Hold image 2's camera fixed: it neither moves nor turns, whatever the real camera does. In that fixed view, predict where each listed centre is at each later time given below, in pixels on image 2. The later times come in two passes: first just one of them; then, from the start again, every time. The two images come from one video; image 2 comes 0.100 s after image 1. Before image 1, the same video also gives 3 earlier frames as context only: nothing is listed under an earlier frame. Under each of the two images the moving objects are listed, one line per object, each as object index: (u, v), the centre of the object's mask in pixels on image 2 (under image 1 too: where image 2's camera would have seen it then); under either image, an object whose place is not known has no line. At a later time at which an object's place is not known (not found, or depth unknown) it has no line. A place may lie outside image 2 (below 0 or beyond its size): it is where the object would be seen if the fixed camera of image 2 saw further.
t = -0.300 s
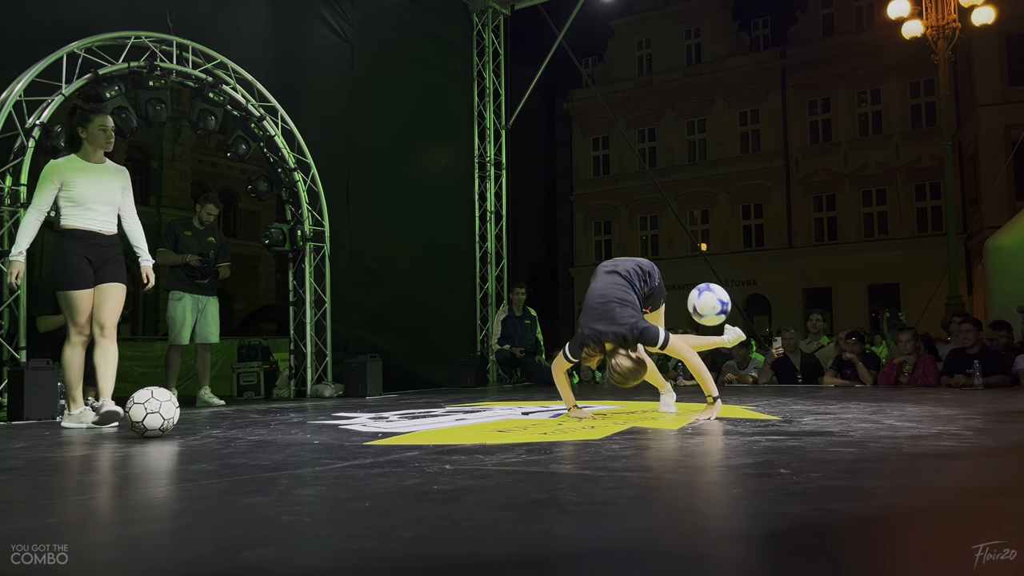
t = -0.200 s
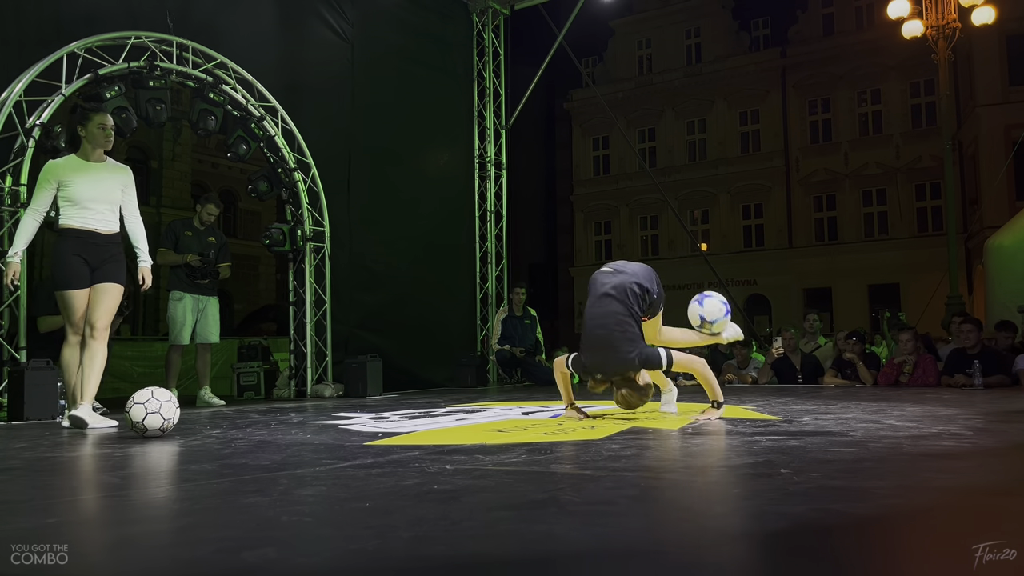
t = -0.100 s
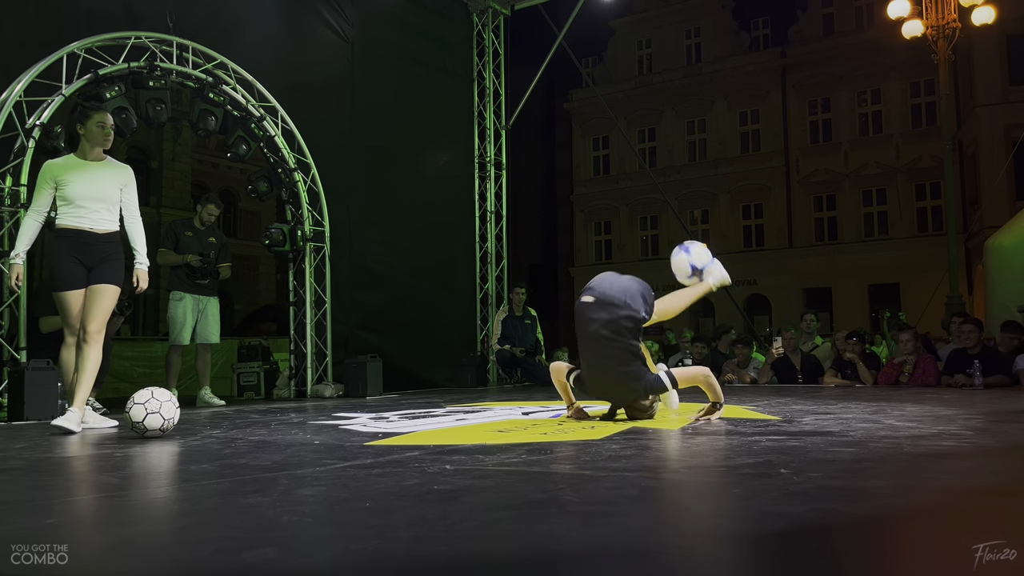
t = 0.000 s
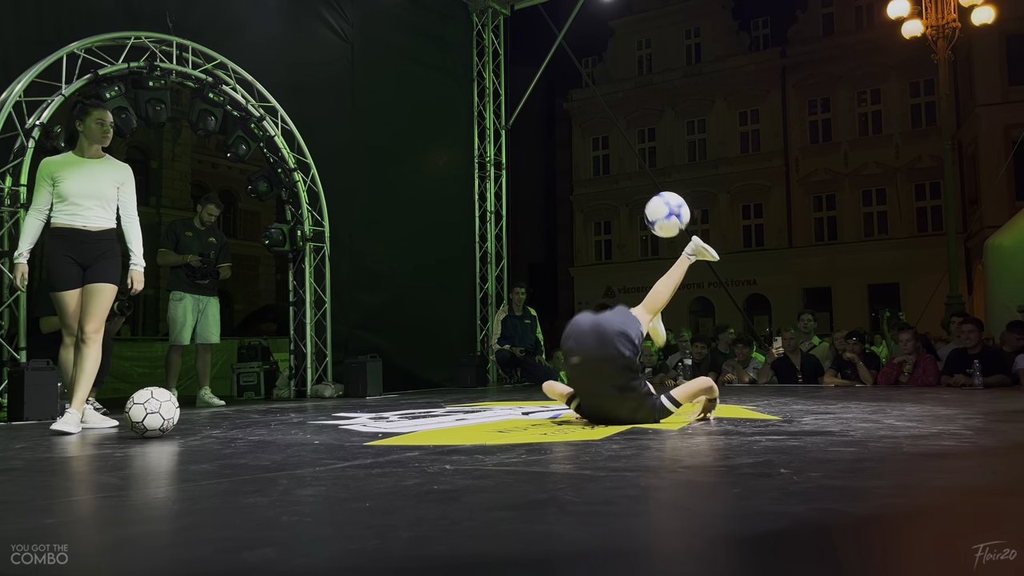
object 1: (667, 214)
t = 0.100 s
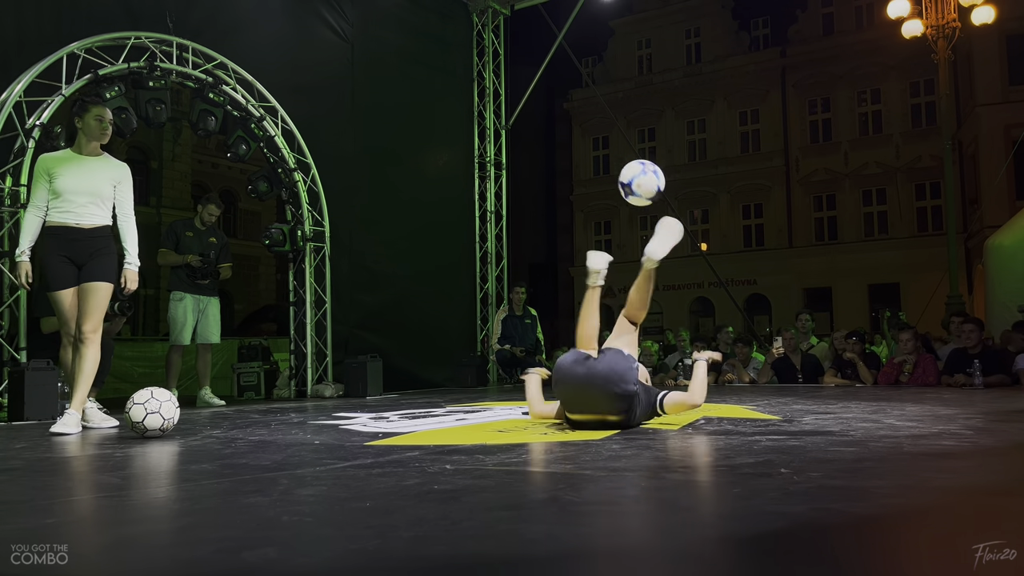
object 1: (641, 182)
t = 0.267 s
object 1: (595, 170)
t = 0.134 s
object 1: (632, 176)
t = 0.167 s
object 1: (623, 171)
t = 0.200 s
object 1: (614, 169)
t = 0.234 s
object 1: (605, 168)
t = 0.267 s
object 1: (595, 170)
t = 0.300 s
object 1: (586, 175)
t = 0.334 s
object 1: (576, 182)
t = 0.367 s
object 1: (566, 191)
